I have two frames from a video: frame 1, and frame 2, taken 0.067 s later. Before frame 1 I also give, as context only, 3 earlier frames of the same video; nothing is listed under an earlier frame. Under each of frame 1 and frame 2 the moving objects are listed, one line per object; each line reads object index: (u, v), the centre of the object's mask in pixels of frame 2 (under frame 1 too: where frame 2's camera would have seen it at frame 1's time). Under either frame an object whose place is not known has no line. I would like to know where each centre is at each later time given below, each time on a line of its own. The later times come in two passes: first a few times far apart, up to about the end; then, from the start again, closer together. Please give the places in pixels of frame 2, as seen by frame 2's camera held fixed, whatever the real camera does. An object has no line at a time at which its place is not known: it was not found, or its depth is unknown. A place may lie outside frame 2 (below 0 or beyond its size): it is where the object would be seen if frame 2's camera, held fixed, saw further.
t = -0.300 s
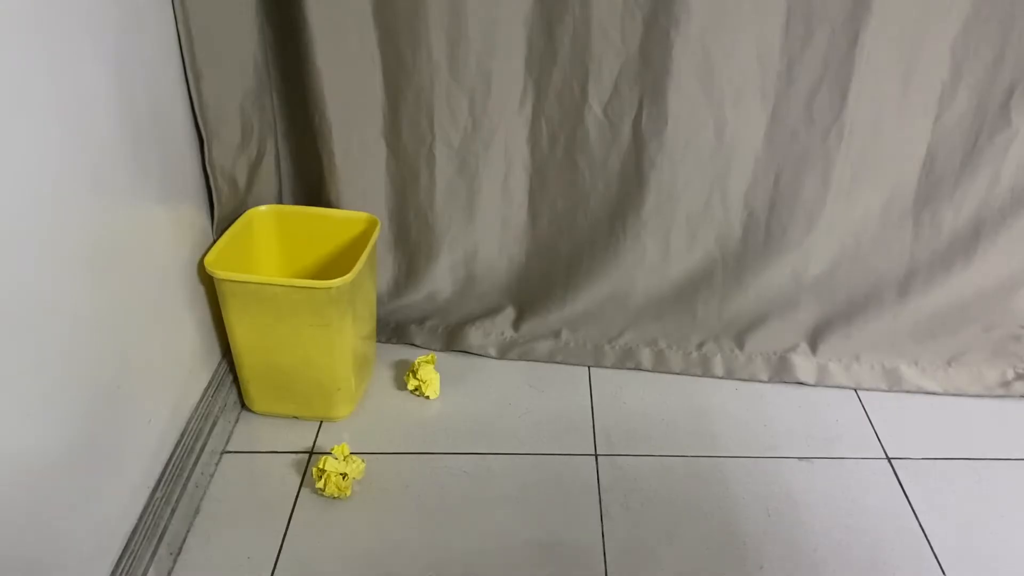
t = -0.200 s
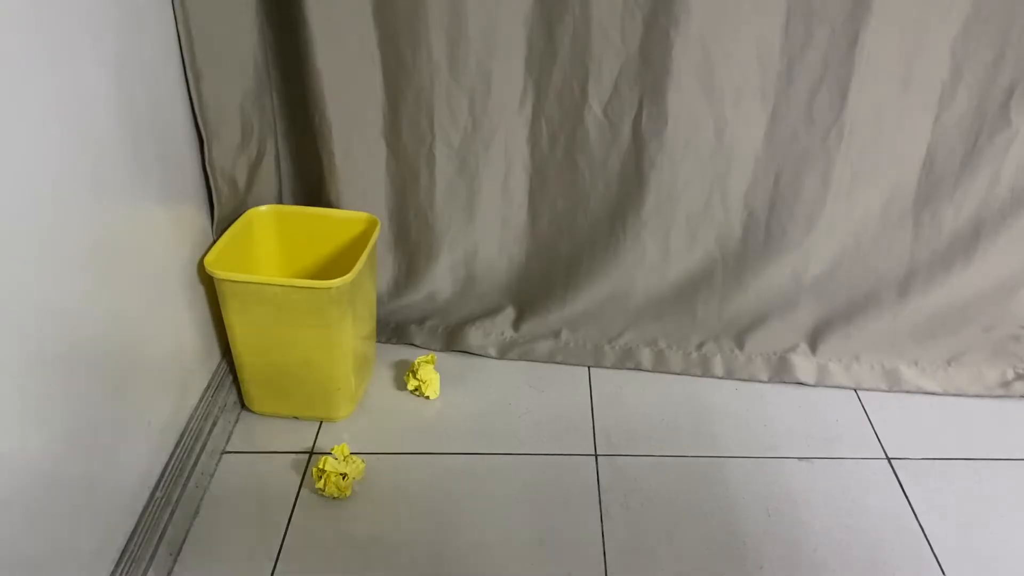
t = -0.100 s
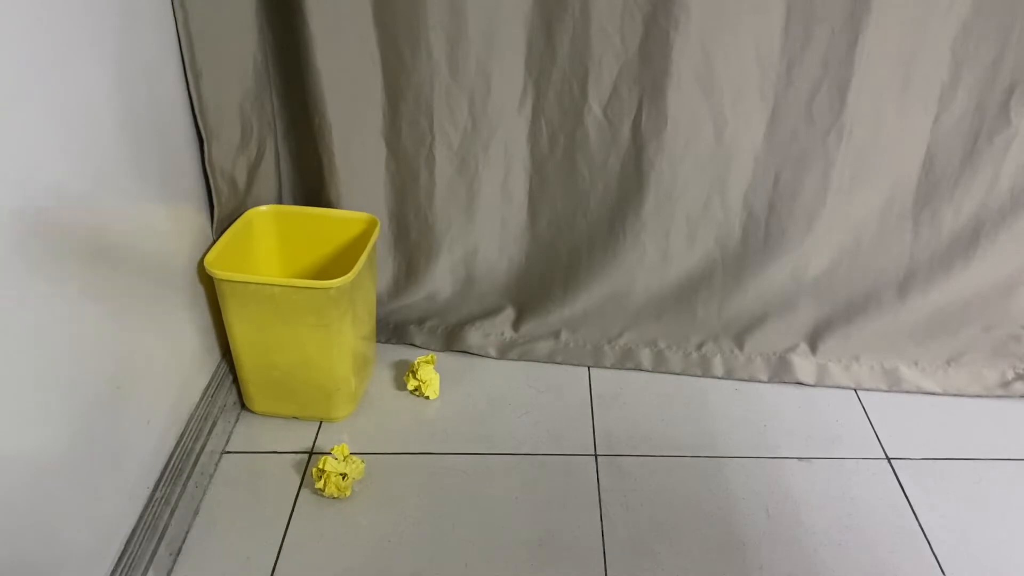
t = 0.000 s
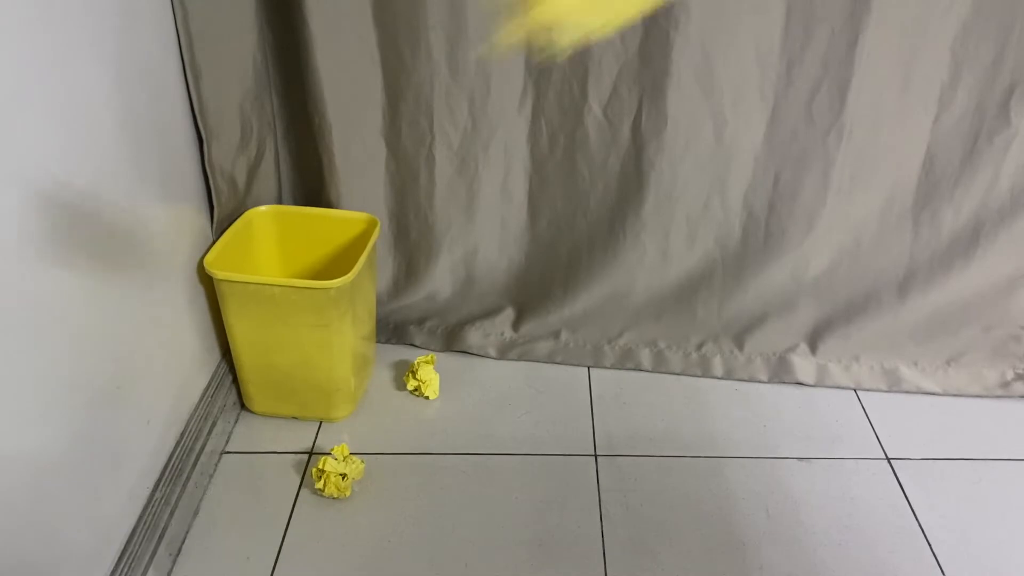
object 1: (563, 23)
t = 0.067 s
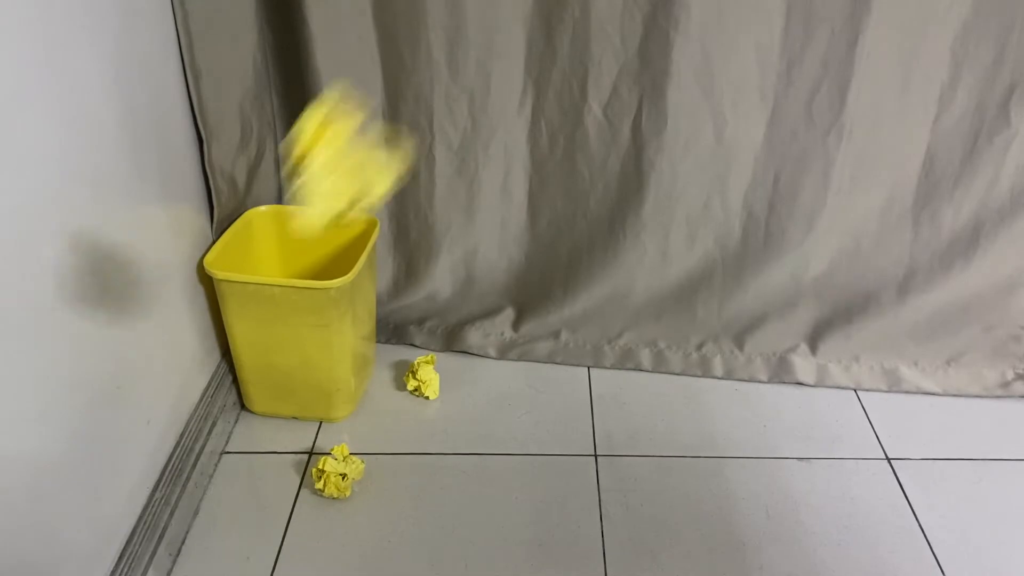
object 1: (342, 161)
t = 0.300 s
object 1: (251, 502)
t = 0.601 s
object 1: (492, 471)
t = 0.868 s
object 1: (599, 457)
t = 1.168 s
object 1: (633, 442)
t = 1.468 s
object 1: (646, 441)
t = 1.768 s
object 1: (643, 440)
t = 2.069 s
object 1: (643, 440)
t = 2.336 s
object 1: (643, 440)
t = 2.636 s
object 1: (643, 440)
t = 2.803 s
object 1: (644, 439)
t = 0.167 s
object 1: (211, 383)
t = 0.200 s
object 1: (190, 439)
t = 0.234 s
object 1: (174, 490)
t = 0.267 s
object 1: (212, 510)
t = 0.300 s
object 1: (251, 502)
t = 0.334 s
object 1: (282, 488)
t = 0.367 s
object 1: (312, 475)
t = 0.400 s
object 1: (340, 471)
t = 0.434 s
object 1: (375, 477)
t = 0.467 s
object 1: (408, 481)
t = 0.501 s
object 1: (443, 471)
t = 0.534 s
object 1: (454, 471)
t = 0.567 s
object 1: (475, 471)
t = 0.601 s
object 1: (492, 471)
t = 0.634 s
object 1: (508, 462)
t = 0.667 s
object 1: (527, 460)
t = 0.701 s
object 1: (545, 465)
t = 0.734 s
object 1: (562, 473)
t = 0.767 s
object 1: (573, 471)
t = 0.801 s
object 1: (583, 466)
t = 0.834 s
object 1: (592, 460)
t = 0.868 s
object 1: (599, 457)
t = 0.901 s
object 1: (605, 456)
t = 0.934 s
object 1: (609, 453)
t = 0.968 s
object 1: (614, 452)
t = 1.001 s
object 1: (617, 449)
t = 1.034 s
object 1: (620, 447)
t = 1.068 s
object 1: (623, 445)
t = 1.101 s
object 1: (628, 445)
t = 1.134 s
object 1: (631, 443)
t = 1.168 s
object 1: (633, 442)
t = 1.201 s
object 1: (635, 441)
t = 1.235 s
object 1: (638, 441)
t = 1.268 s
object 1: (640, 440)
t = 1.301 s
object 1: (643, 439)
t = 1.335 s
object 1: (646, 438)
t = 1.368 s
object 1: (647, 439)
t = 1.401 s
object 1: (647, 440)
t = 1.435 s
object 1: (646, 441)
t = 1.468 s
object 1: (646, 441)
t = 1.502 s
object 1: (646, 441)
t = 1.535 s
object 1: (645, 441)
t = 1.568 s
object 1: (645, 441)
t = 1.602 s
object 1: (644, 440)
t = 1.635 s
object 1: (643, 440)
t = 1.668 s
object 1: (642, 440)
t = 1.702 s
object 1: (643, 440)
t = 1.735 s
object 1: (644, 440)
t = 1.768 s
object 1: (643, 440)
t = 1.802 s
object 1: (643, 440)
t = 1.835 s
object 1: (643, 440)
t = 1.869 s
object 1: (643, 440)
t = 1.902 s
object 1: (643, 440)
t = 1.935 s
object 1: (643, 440)
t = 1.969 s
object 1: (643, 440)
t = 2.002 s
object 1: (643, 440)
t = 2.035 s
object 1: (643, 440)
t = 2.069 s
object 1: (643, 440)
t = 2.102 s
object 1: (643, 440)
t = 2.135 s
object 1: (643, 440)
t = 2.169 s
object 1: (643, 440)
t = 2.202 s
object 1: (643, 440)
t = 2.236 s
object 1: (643, 440)
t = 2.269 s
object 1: (643, 440)
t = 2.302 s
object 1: (643, 440)
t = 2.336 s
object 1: (643, 440)
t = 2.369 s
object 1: (644, 440)
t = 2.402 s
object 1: (643, 440)
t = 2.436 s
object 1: (643, 440)
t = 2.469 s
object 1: (643, 440)
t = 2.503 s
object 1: (643, 440)
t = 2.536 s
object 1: (643, 440)
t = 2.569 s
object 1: (643, 440)
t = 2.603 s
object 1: (643, 440)
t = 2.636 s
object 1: (643, 440)
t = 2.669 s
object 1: (644, 440)
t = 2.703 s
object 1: (643, 440)
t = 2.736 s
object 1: (643, 440)
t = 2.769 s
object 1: (643, 440)
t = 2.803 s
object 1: (644, 439)
